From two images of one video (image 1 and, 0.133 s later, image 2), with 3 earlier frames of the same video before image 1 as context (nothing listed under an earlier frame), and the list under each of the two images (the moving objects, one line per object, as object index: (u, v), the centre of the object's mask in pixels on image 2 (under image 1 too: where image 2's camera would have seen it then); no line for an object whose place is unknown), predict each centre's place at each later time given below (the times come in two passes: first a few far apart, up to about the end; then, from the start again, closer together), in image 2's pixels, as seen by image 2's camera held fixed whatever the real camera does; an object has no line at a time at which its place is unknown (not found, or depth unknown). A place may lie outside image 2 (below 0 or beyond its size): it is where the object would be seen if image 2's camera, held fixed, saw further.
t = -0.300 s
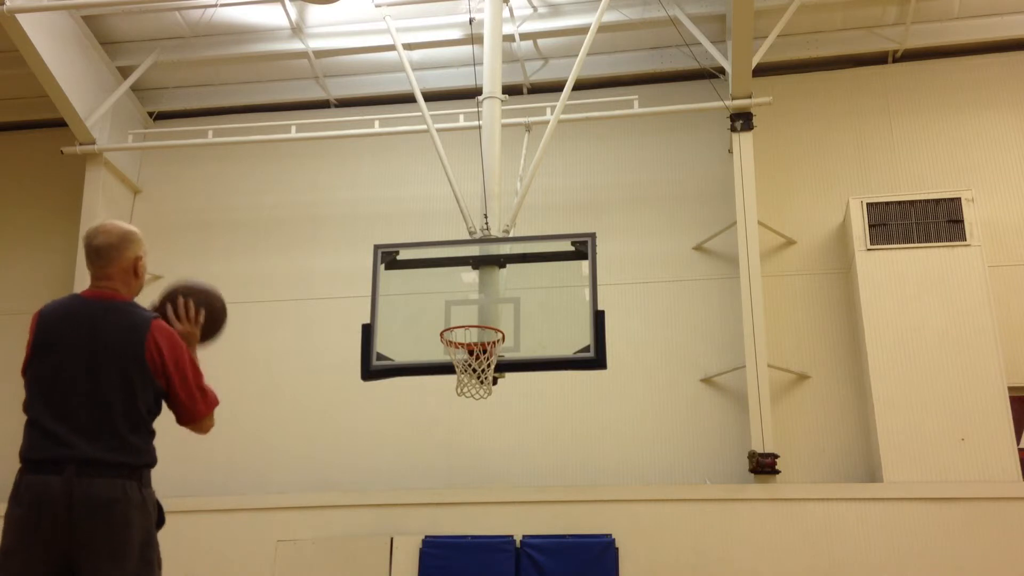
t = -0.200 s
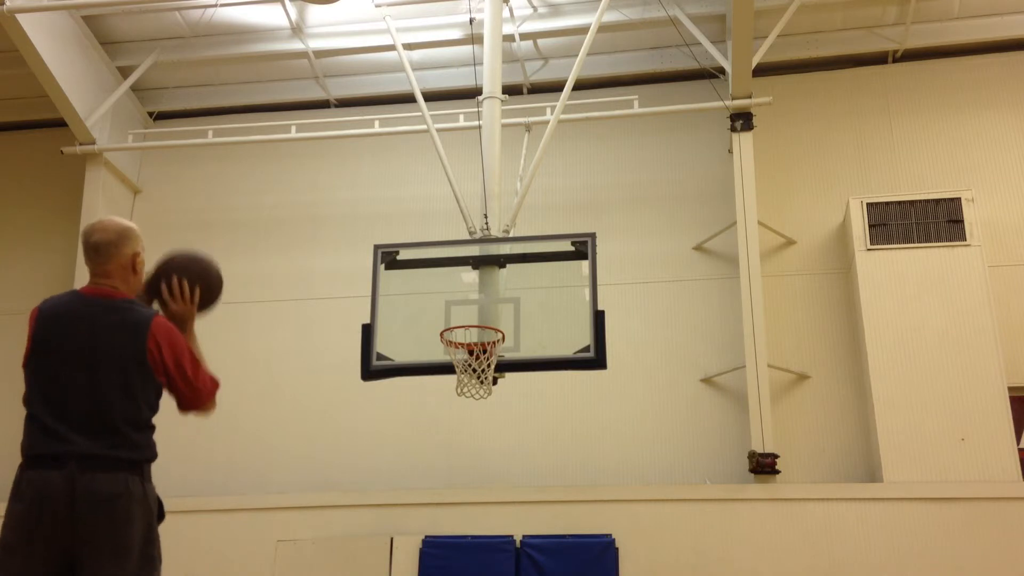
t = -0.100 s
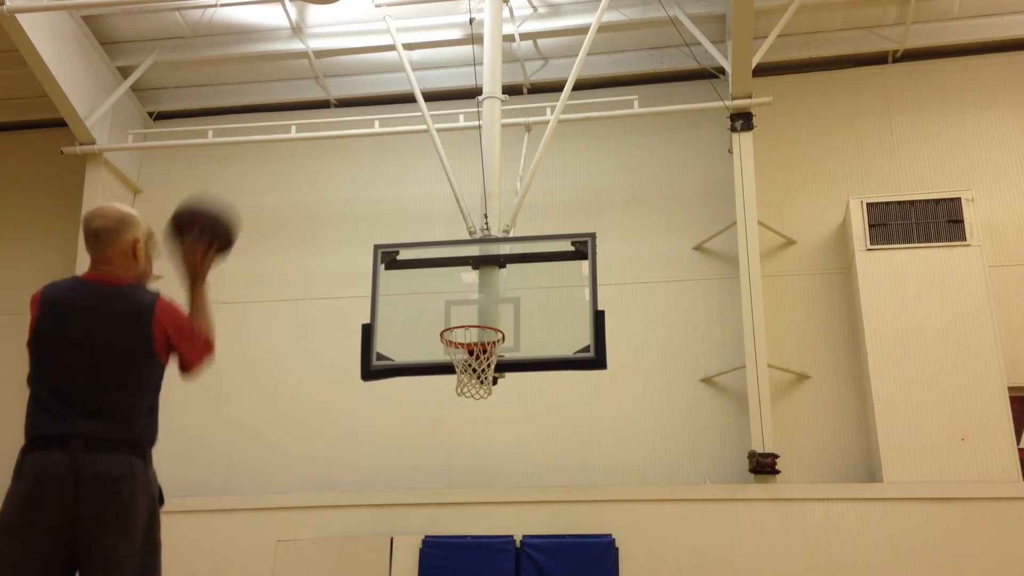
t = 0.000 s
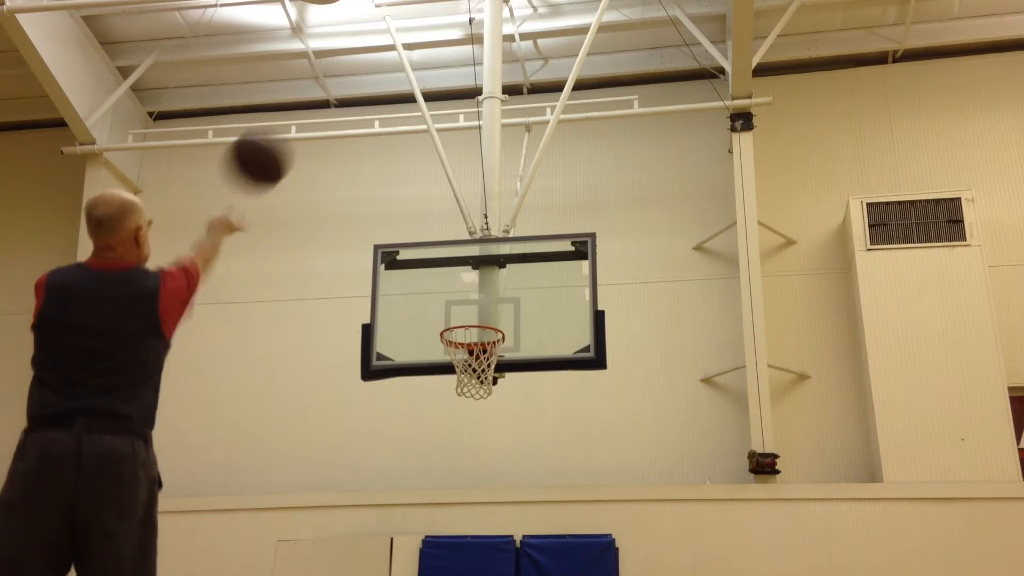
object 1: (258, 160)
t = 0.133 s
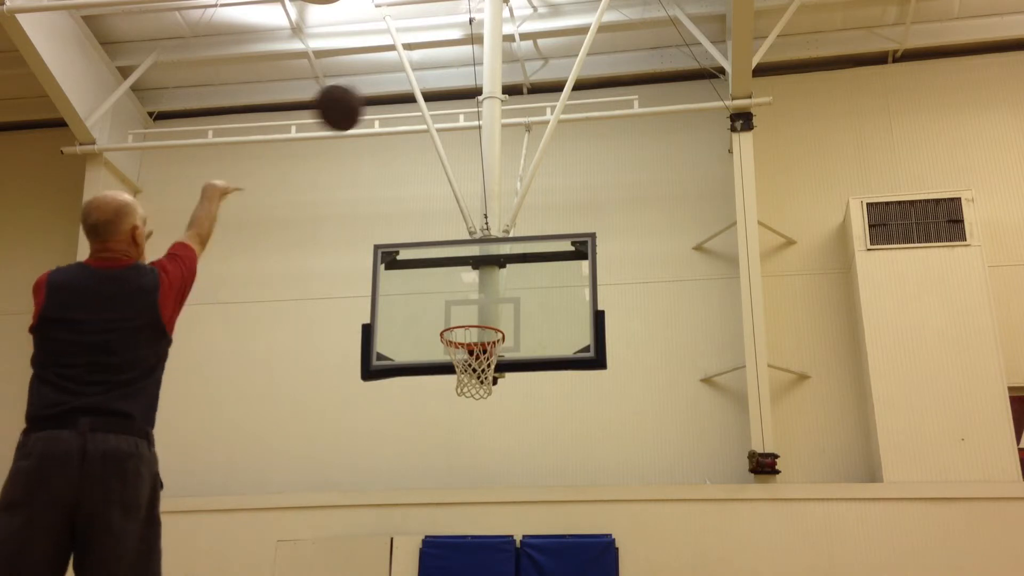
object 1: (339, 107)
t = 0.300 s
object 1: (393, 109)
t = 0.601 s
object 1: (460, 195)
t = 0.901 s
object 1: (503, 303)
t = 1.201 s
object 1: (530, 322)
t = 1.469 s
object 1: (543, 367)
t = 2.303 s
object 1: (608, 539)
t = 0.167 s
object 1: (352, 104)
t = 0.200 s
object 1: (364, 103)
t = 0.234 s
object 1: (373, 103)
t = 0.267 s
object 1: (384, 105)
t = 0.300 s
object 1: (393, 109)
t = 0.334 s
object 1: (402, 114)
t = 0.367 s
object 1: (411, 118)
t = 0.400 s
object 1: (419, 127)
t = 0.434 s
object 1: (426, 135)
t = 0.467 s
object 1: (434, 145)
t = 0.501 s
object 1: (441, 156)
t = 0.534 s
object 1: (447, 168)
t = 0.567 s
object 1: (454, 181)
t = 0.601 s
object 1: (460, 195)
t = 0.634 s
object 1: (465, 209)
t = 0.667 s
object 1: (471, 226)
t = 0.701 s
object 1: (476, 243)
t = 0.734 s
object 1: (482, 262)
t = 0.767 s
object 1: (487, 282)
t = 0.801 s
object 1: (492, 299)
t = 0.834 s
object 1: (497, 313)
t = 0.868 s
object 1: (500, 308)
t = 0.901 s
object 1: (503, 303)
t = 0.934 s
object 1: (506, 301)
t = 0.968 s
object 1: (510, 299)
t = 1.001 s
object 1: (512, 298)
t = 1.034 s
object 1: (515, 299)
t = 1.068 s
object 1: (519, 301)
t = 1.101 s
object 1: (521, 304)
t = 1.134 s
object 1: (525, 309)
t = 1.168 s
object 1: (527, 315)
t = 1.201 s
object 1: (530, 322)
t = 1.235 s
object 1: (532, 326)
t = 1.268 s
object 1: (534, 327)
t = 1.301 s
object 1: (536, 330)
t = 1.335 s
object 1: (537, 335)
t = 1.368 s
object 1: (538, 340)
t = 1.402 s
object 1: (540, 347)
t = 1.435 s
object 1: (541, 356)
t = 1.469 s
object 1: (543, 367)
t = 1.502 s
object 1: (545, 378)
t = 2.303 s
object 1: (608, 539)
